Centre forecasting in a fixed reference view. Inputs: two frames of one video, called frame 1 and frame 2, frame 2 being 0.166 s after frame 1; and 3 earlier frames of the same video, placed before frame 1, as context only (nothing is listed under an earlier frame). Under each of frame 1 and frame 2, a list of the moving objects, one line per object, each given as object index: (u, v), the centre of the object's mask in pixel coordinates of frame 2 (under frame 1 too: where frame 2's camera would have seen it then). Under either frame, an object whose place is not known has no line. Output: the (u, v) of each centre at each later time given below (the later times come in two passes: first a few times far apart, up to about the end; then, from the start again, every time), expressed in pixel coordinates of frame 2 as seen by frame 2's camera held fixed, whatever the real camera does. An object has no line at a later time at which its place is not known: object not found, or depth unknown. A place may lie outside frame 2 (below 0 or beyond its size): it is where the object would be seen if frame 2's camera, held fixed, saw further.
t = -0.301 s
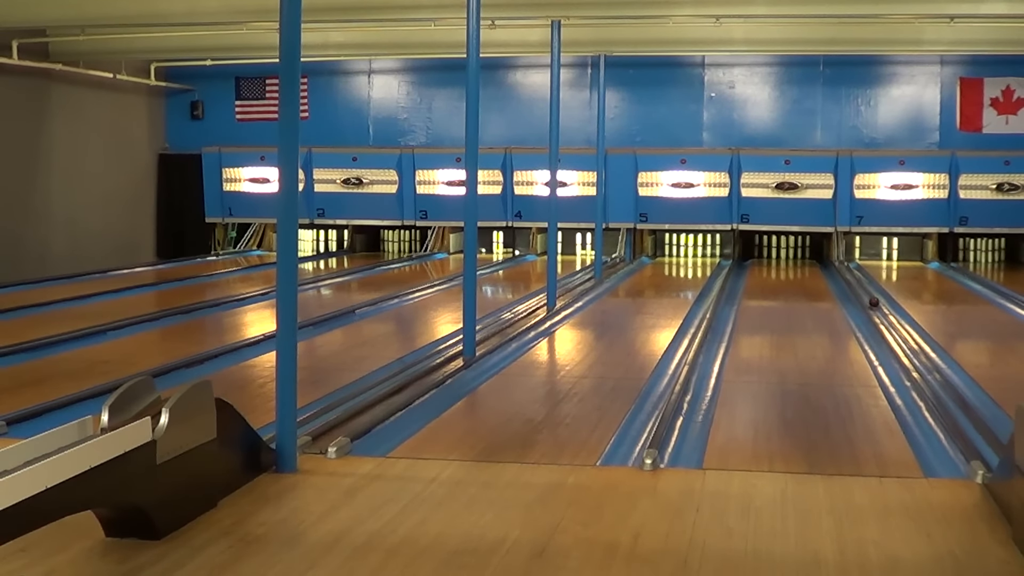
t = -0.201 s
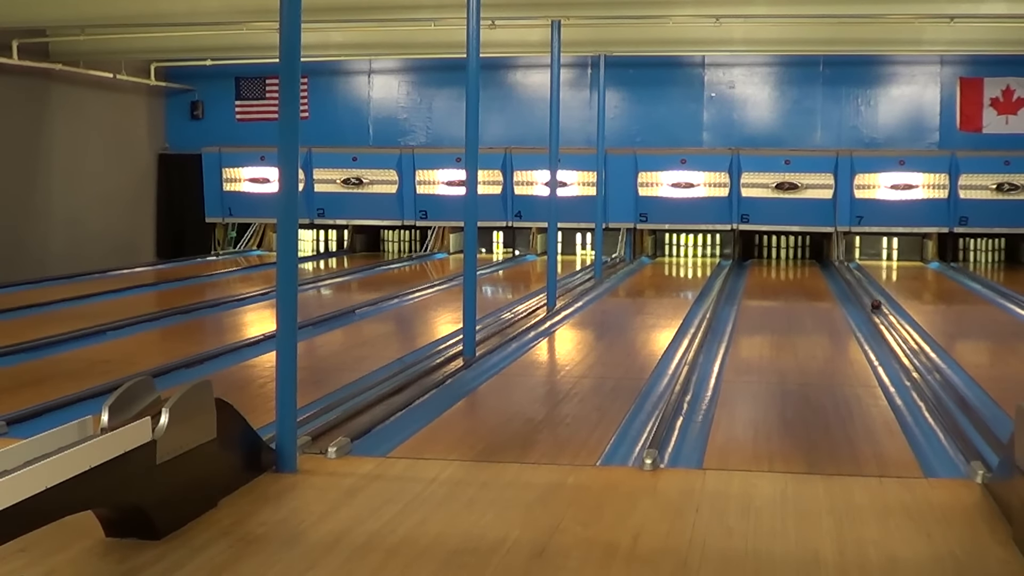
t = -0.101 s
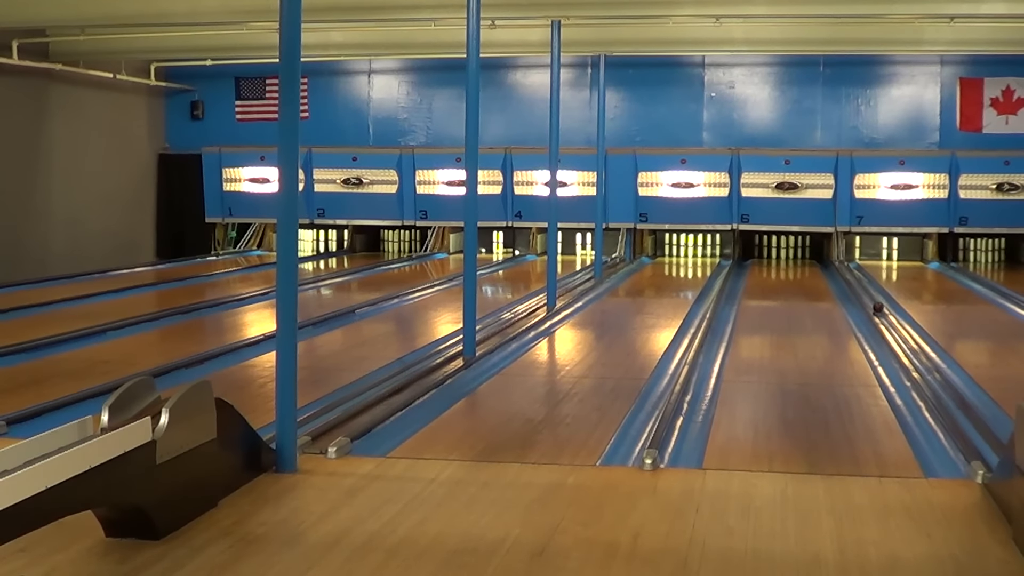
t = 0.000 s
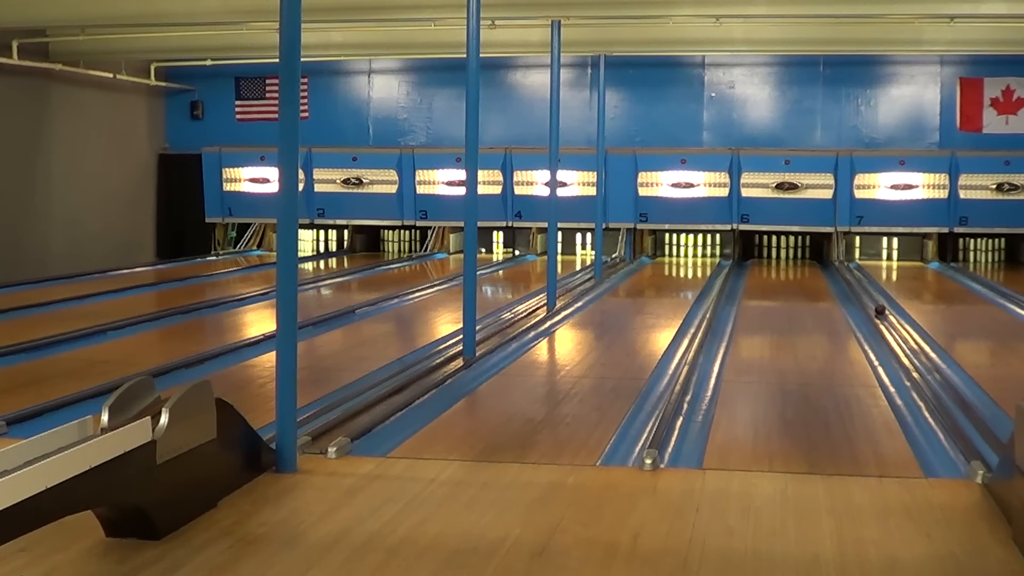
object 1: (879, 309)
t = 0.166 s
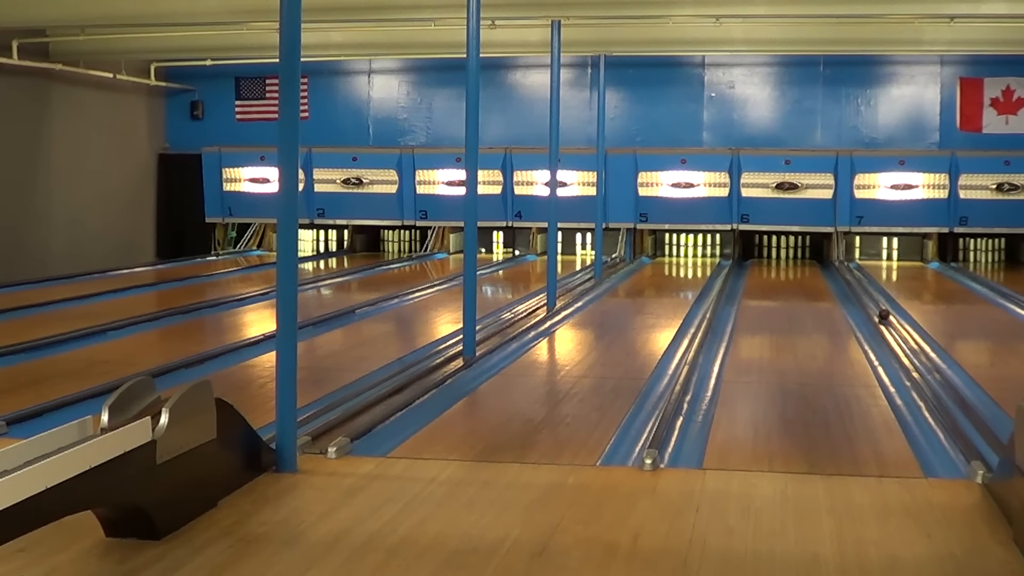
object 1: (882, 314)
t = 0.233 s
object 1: (884, 316)
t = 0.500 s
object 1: (890, 325)
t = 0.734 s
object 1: (898, 335)
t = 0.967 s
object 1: (905, 342)
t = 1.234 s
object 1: (914, 352)
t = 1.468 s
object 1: (922, 363)
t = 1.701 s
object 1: (933, 375)
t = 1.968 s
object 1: (946, 391)
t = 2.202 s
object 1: (959, 408)
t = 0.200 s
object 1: (883, 315)
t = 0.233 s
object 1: (884, 316)
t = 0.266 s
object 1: (884, 317)
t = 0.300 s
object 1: (885, 317)
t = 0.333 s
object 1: (885, 318)
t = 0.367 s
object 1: (886, 319)
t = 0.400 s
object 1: (887, 321)
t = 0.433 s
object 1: (888, 323)
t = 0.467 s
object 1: (889, 324)
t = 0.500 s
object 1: (890, 325)
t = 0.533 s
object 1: (891, 326)
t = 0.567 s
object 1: (893, 328)
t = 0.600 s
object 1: (894, 330)
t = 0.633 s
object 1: (895, 331)
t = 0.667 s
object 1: (896, 333)
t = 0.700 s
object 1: (897, 334)
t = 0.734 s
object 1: (898, 335)
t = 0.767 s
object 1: (899, 336)
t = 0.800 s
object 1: (900, 338)
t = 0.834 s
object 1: (901, 338)
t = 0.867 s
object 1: (902, 340)
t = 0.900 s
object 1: (903, 341)
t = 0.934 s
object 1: (903, 341)
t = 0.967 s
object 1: (905, 342)
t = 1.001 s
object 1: (906, 344)
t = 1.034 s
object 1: (907, 343)
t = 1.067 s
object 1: (908, 344)
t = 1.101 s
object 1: (910, 346)
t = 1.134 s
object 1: (910, 347)
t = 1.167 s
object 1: (911, 349)
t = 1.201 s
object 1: (912, 350)
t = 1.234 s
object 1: (914, 352)
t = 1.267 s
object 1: (915, 353)
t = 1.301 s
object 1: (916, 355)
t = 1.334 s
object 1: (918, 356)
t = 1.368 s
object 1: (919, 358)
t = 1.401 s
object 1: (920, 359)
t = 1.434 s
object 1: (921, 361)
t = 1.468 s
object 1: (922, 363)
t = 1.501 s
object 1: (924, 365)
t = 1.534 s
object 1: (925, 366)
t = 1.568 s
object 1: (927, 368)
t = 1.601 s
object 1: (928, 369)
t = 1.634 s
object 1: (930, 372)
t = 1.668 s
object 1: (931, 373)
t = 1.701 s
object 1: (933, 375)
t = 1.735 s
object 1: (934, 376)
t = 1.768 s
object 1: (936, 378)
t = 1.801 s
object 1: (937, 380)
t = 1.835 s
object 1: (939, 382)
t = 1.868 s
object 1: (940, 384)
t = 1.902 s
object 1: (942, 386)
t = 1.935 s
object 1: (944, 389)
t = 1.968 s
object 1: (946, 391)
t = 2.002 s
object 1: (948, 393)
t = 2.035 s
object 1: (949, 395)
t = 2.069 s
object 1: (951, 397)
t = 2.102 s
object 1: (953, 399)
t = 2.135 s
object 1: (955, 402)
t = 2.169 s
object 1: (957, 405)
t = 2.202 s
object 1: (959, 408)
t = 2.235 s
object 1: (962, 410)
